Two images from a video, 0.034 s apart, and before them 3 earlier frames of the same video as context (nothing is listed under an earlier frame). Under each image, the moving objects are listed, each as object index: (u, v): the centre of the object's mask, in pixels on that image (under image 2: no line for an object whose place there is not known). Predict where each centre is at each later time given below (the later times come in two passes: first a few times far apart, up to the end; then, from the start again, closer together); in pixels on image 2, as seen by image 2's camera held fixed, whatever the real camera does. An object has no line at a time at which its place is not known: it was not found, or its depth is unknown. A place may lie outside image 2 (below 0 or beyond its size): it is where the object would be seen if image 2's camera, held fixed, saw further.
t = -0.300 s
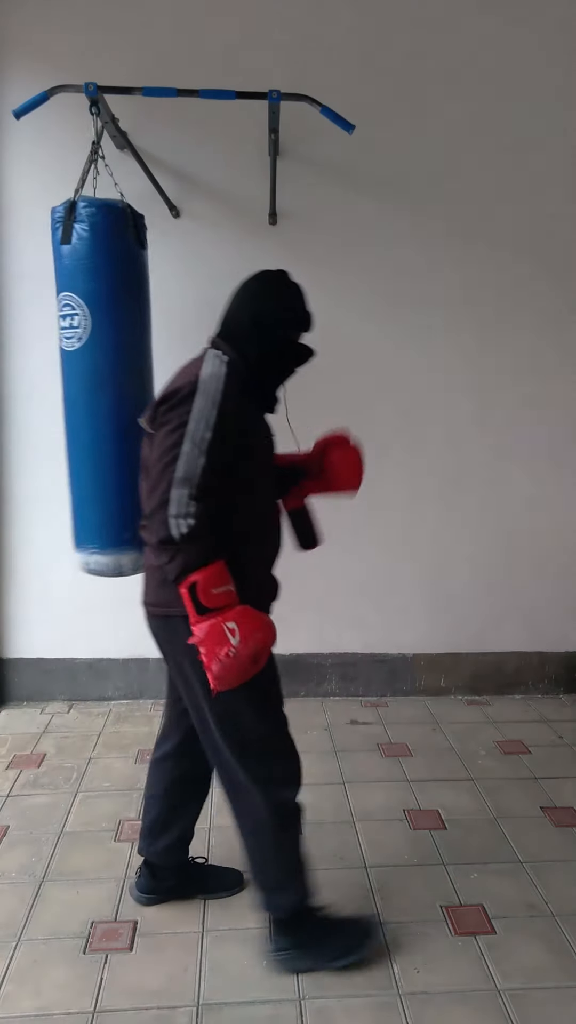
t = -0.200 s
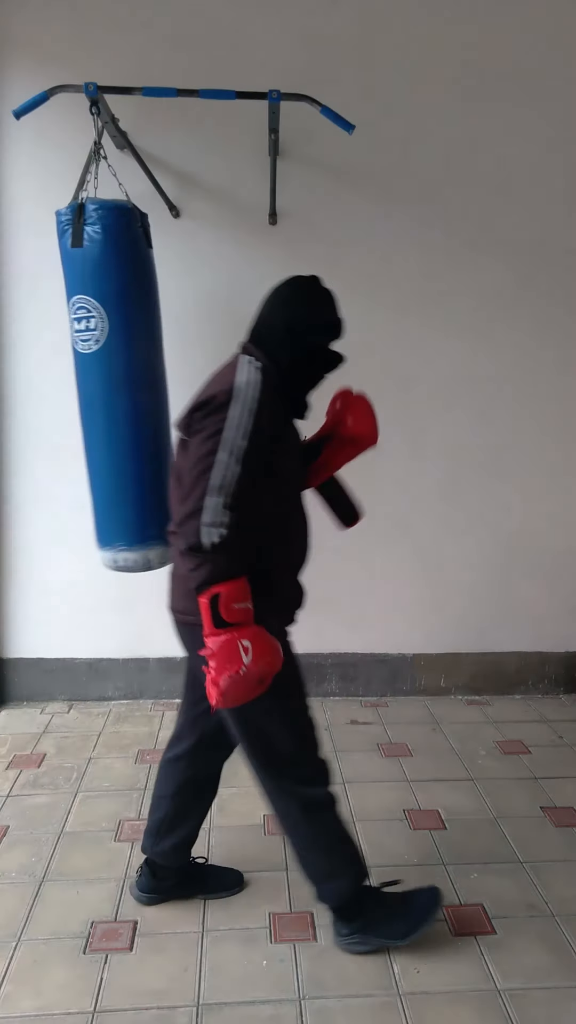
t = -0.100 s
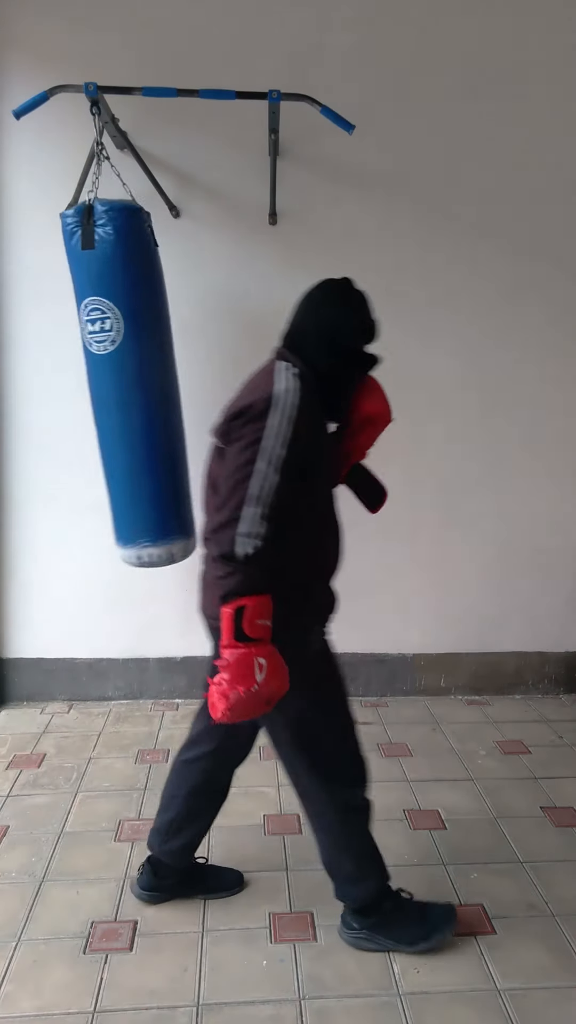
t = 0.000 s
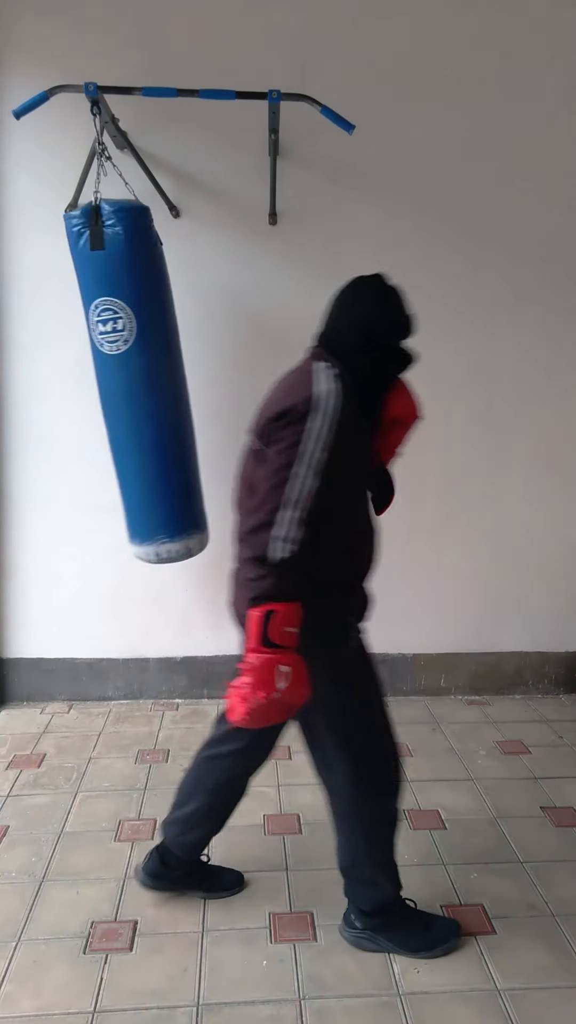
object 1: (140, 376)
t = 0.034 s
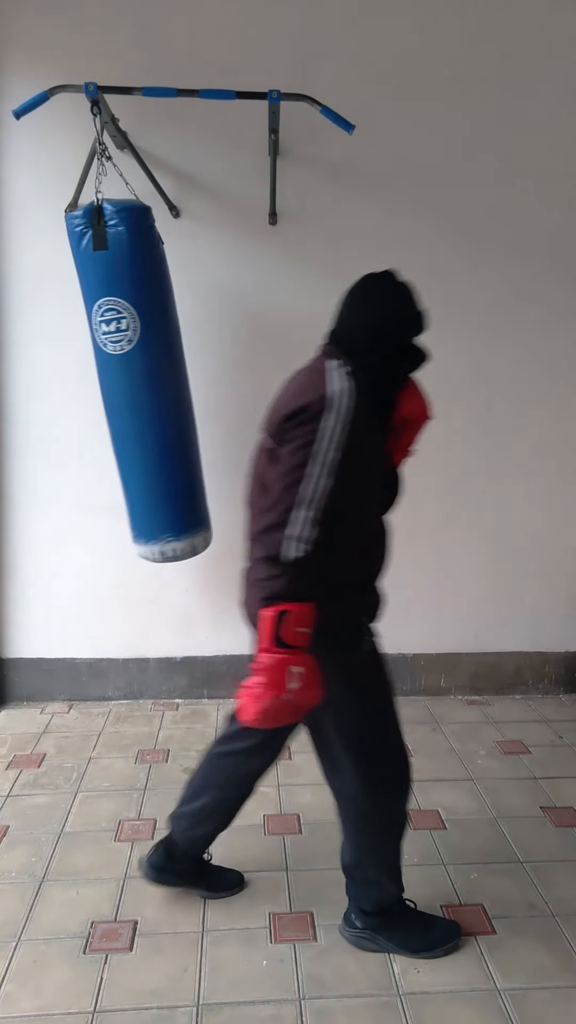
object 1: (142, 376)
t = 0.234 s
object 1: (146, 375)
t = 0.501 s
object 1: (129, 380)
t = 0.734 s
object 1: (97, 386)
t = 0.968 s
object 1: (64, 387)
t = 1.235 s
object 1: (53, 373)
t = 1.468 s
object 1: (61, 384)
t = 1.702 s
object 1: (90, 386)
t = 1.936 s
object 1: (122, 382)
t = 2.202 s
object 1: (144, 376)
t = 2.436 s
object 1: (142, 376)
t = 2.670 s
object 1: (122, 381)
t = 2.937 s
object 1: (85, 386)
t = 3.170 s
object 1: (58, 381)
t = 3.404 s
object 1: (53, 374)
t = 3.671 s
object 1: (67, 386)
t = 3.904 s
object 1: (99, 385)
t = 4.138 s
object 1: (129, 379)
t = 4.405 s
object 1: (145, 375)
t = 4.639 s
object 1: (138, 378)
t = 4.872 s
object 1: (114, 383)
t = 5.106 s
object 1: (81, 387)
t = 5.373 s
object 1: (55, 379)
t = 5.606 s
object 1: (54, 377)
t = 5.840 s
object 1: (72, 386)
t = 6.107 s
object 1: (109, 383)
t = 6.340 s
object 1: (135, 378)
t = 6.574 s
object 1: (145, 376)
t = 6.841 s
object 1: (133, 380)
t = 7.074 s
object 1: (105, 385)
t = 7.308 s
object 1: (72, 386)
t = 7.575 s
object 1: (54, 375)
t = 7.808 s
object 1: (57, 380)
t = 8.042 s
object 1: (81, 386)
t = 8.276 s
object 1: (113, 383)
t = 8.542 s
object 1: (140, 377)
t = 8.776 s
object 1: (144, 376)
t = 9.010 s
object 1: (130, 380)
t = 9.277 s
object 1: (96, 385)
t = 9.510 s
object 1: (64, 386)
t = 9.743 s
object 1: (54, 375)
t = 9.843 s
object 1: (54, 376)
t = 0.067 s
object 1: (144, 376)
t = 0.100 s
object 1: (145, 375)
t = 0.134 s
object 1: (146, 375)
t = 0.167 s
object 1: (147, 375)
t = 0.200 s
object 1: (147, 375)
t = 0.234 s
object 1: (146, 375)
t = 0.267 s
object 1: (146, 375)
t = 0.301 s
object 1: (144, 376)
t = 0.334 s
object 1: (143, 376)
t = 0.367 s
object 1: (141, 377)
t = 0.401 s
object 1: (138, 377)
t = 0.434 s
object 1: (135, 378)
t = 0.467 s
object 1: (132, 379)
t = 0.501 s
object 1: (129, 380)
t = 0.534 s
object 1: (125, 381)
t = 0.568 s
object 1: (121, 382)
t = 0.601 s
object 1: (116, 383)
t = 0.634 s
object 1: (111, 384)
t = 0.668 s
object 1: (107, 384)
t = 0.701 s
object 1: (102, 385)
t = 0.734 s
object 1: (97, 386)
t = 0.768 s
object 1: (92, 386)
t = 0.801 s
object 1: (87, 386)
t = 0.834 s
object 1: (82, 387)
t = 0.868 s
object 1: (77, 387)
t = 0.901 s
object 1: (72, 387)
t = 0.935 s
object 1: (68, 388)
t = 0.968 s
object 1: (64, 387)
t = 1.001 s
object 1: (61, 385)
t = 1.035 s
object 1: (59, 382)
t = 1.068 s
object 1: (57, 380)
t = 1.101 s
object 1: (55, 378)
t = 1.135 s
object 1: (54, 376)
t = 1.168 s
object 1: (54, 374)
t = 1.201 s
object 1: (53, 373)
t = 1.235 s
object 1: (53, 373)
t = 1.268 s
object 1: (53, 373)
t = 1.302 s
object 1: (54, 374)
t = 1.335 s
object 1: (54, 375)
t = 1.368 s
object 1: (55, 377)
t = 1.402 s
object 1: (57, 379)
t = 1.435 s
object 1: (58, 382)
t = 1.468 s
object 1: (61, 384)
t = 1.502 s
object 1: (63, 386)
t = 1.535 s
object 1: (67, 387)
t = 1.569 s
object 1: (71, 387)
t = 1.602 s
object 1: (76, 387)
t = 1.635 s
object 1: (81, 386)
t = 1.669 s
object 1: (85, 386)
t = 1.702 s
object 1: (90, 386)
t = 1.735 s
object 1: (95, 385)
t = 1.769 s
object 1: (100, 385)
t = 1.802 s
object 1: (105, 385)
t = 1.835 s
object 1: (109, 384)
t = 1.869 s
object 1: (114, 383)
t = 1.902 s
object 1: (118, 382)
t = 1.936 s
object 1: (122, 382)
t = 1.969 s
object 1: (126, 381)
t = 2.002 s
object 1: (129, 380)
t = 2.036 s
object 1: (133, 379)
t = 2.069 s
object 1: (136, 378)
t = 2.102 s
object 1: (138, 377)
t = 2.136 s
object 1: (140, 377)
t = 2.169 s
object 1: (142, 376)
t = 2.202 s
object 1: (144, 376)
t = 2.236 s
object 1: (145, 375)
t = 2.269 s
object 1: (145, 375)
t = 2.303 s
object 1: (145, 375)
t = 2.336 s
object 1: (145, 375)
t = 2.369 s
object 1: (145, 375)
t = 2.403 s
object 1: (144, 376)
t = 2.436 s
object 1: (142, 376)
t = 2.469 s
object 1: (140, 377)
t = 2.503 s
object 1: (138, 377)
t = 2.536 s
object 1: (136, 378)
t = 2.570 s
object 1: (133, 379)
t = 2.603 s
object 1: (129, 380)
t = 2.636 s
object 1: (126, 380)
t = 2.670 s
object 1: (122, 381)
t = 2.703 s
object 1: (118, 382)
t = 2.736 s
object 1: (113, 383)
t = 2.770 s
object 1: (109, 384)
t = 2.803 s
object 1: (104, 384)
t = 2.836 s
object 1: (99, 385)
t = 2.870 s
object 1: (94, 385)
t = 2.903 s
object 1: (89, 386)
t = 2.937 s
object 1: (85, 386)
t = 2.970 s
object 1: (80, 386)
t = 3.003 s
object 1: (75, 386)
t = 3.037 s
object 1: (71, 386)
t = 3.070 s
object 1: (66, 386)
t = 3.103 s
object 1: (63, 386)
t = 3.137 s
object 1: (60, 384)
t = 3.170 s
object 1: (58, 381)
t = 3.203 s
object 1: (56, 379)
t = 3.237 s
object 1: (55, 377)
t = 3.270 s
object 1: (54, 376)
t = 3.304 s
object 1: (53, 374)
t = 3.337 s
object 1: (53, 374)
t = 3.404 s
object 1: (53, 374)
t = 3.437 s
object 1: (53, 375)
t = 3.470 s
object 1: (54, 376)
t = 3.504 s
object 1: (55, 378)
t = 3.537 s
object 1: (56, 380)
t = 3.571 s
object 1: (58, 382)
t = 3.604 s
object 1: (60, 384)
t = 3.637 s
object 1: (63, 386)
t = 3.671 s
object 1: (67, 386)
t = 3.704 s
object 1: (71, 386)
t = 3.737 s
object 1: (76, 386)
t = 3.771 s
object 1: (80, 386)
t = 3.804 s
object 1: (85, 386)
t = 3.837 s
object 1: (90, 386)
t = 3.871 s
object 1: (95, 385)
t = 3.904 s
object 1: (99, 385)
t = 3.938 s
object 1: (104, 384)
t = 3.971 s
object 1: (109, 383)
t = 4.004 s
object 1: (113, 383)
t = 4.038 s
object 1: (118, 382)
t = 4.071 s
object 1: (122, 381)
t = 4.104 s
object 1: (125, 380)
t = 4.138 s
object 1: (129, 379)
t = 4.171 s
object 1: (132, 379)
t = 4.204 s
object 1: (135, 378)
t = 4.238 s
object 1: (138, 377)
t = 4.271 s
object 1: (140, 377)
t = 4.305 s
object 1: (142, 376)
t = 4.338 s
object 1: (143, 376)
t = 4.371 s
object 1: (144, 376)
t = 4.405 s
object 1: (145, 375)
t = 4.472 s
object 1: (145, 376)
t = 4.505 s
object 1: (144, 376)
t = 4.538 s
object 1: (143, 376)
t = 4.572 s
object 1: (142, 377)
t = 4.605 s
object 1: (140, 377)
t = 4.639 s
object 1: (138, 378)
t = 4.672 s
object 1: (136, 379)
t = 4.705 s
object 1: (133, 379)
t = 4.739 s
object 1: (130, 380)
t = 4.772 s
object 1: (126, 381)
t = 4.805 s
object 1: (122, 382)
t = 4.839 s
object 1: (118, 383)
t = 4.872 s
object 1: (114, 383)
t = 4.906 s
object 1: (109, 384)
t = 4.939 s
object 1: (105, 385)
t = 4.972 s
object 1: (100, 386)
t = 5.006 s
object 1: (95, 386)
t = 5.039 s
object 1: (90, 386)
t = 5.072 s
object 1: (85, 386)
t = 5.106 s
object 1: (81, 387)
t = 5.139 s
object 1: (76, 387)
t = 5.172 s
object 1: (72, 387)
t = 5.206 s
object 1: (67, 387)
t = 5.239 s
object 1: (64, 386)
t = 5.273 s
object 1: (61, 385)
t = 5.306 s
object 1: (58, 383)
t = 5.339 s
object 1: (57, 381)
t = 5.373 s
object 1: (55, 379)
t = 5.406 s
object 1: (54, 377)
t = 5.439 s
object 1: (54, 376)
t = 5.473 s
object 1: (53, 375)
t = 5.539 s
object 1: (53, 375)
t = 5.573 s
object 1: (54, 376)
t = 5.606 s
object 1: (54, 377)
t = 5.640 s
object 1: (55, 379)
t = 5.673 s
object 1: (57, 381)
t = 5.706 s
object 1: (58, 383)
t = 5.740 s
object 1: (61, 385)
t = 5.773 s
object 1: (64, 386)
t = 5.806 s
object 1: (68, 386)
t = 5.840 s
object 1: (72, 386)
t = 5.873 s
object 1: (76, 386)
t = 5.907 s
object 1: (81, 386)
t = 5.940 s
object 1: (85, 386)
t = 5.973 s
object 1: (90, 386)
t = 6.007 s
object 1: (95, 385)
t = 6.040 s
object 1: (100, 385)
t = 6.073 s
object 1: (104, 384)
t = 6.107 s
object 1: (109, 383)
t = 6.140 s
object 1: (113, 383)
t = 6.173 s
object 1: (117, 382)
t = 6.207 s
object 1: (121, 381)
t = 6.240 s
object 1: (125, 380)
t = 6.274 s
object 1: (129, 380)
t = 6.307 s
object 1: (132, 379)
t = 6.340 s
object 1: (135, 378)
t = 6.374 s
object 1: (137, 378)
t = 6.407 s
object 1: (140, 377)
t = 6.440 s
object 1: (142, 377)
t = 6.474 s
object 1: (143, 376)
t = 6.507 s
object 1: (144, 376)
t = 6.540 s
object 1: (145, 376)
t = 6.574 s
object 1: (145, 376)
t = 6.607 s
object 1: (145, 376)
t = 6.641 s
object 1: (144, 376)
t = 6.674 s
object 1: (143, 377)
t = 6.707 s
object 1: (142, 377)
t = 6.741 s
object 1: (140, 377)
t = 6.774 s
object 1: (138, 378)
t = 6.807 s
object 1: (136, 379)
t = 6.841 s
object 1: (133, 380)
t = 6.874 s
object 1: (130, 380)
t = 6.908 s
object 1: (126, 381)
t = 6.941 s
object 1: (122, 382)
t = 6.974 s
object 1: (118, 383)
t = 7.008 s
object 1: (114, 383)
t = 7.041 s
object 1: (109, 384)
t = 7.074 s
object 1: (105, 385)
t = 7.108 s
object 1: (100, 385)
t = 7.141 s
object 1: (95, 386)
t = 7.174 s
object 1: (90, 386)
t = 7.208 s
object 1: (85, 386)
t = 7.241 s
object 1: (81, 386)
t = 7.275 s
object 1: (76, 386)
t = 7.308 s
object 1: (72, 386)
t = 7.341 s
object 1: (67, 386)
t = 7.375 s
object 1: (64, 386)
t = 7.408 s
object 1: (61, 384)
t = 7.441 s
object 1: (58, 382)
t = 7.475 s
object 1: (57, 380)
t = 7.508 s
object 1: (55, 378)
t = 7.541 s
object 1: (55, 377)
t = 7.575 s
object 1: (54, 375)
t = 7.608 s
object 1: (53, 375)
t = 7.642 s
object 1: (53, 375)
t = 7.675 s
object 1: (53, 375)
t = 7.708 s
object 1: (54, 375)
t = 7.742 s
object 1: (54, 377)
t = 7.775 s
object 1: (55, 378)
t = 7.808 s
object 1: (57, 380)
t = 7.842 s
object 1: (59, 382)
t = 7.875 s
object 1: (61, 384)
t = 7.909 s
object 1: (64, 386)
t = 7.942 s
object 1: (68, 386)
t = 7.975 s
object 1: (72, 386)
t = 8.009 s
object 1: (76, 386)
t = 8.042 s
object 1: (81, 386)
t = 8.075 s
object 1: (85, 385)
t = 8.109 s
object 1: (90, 385)
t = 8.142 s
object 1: (95, 385)
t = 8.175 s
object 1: (100, 385)
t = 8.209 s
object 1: (104, 384)
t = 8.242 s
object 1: (109, 383)
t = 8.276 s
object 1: (113, 383)
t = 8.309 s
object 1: (117, 382)
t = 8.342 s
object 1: (121, 381)
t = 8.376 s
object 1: (125, 381)
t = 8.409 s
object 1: (129, 380)
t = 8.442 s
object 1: (132, 379)
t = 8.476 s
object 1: (135, 378)
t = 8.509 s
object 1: (137, 378)
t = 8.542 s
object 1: (140, 377)
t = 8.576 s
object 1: (142, 377)
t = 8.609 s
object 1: (143, 376)
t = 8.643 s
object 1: (144, 376)
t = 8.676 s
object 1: (145, 376)
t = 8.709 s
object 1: (145, 376)
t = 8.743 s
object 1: (145, 376)
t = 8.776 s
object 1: (144, 376)
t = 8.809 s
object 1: (144, 377)
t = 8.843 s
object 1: (142, 377)
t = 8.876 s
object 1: (141, 378)
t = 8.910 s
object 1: (138, 378)
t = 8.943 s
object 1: (136, 379)
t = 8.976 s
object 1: (133, 379)
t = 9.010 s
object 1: (130, 380)
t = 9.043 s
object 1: (126, 381)
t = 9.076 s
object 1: (123, 381)
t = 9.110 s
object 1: (119, 382)
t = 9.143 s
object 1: (114, 383)
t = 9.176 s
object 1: (110, 383)
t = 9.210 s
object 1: (105, 384)
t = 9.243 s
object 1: (101, 385)
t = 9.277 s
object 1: (96, 385)
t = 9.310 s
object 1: (91, 386)
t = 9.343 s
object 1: (86, 386)
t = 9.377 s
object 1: (82, 386)
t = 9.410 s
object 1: (77, 386)
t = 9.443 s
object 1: (72, 386)
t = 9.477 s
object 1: (68, 386)
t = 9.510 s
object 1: (64, 386)
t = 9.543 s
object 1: (61, 385)
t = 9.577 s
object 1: (59, 383)
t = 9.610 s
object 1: (57, 381)
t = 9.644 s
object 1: (56, 378)
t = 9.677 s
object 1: (55, 377)
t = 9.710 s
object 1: (54, 376)
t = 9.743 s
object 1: (54, 375)
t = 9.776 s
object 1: (53, 375)
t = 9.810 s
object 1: (53, 375)
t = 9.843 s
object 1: (54, 376)
